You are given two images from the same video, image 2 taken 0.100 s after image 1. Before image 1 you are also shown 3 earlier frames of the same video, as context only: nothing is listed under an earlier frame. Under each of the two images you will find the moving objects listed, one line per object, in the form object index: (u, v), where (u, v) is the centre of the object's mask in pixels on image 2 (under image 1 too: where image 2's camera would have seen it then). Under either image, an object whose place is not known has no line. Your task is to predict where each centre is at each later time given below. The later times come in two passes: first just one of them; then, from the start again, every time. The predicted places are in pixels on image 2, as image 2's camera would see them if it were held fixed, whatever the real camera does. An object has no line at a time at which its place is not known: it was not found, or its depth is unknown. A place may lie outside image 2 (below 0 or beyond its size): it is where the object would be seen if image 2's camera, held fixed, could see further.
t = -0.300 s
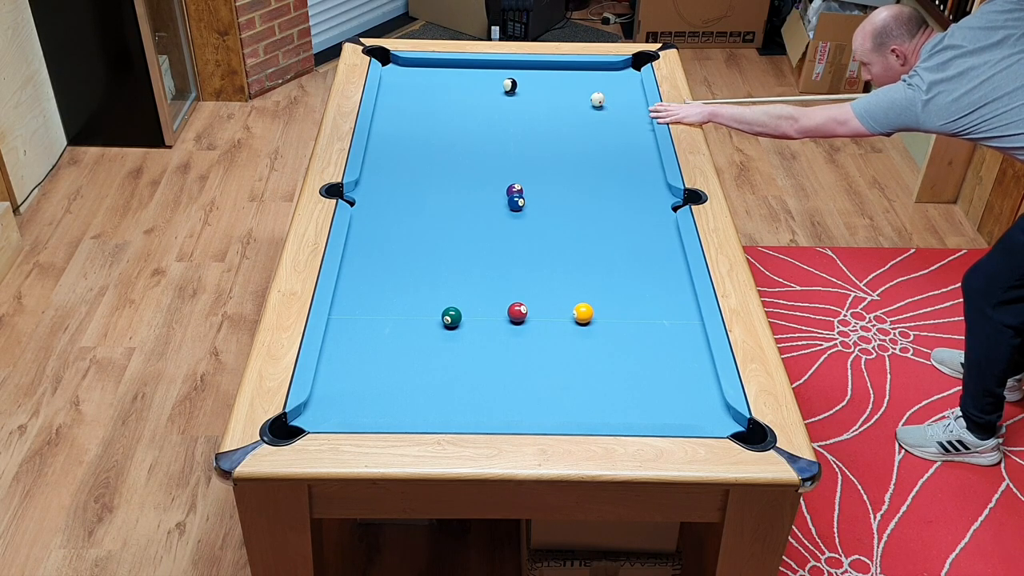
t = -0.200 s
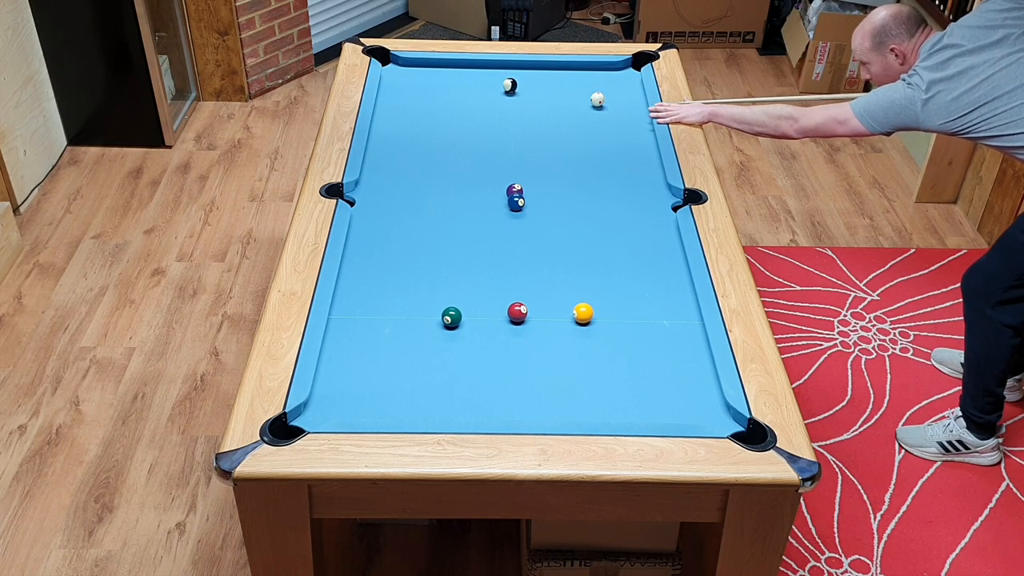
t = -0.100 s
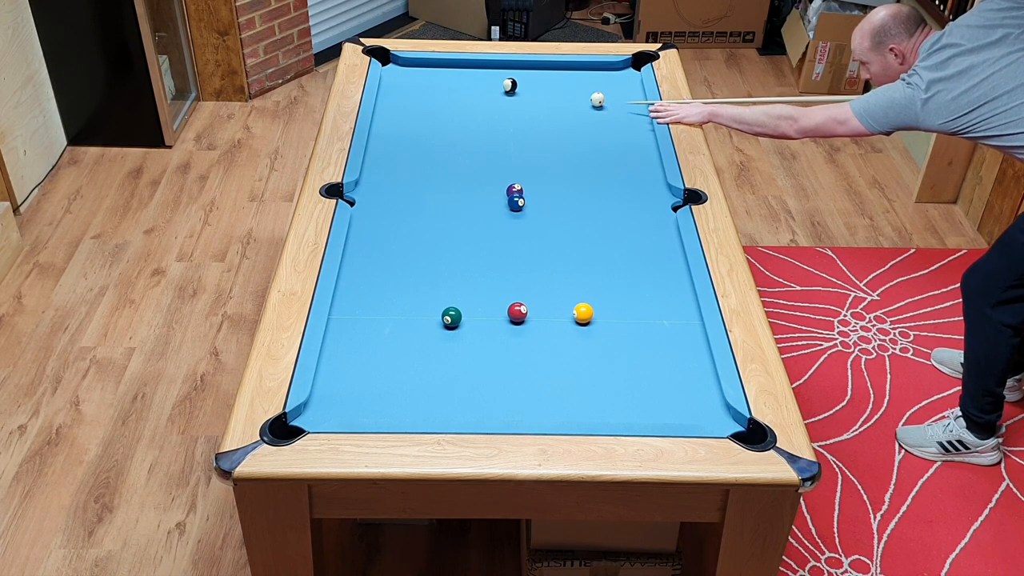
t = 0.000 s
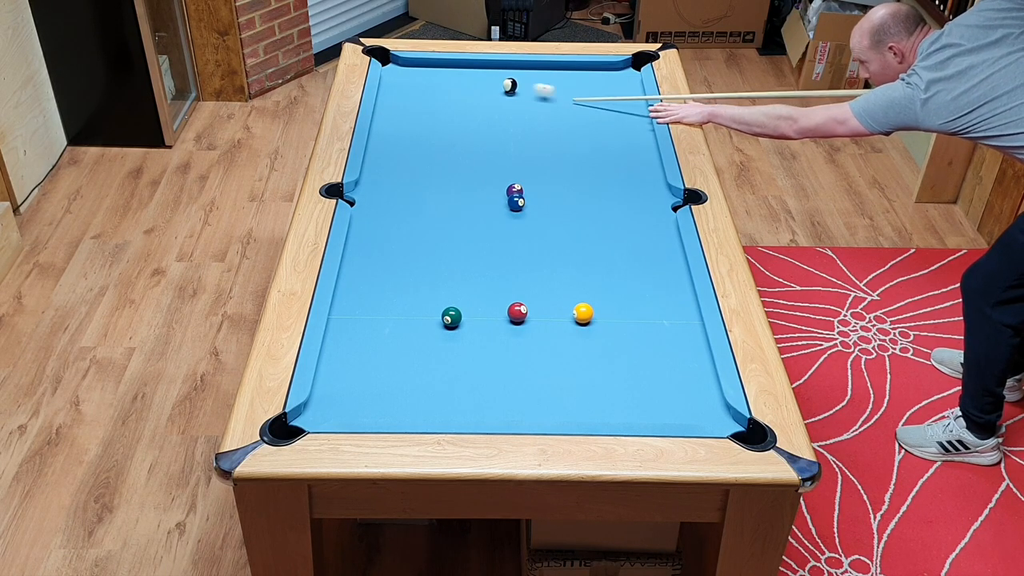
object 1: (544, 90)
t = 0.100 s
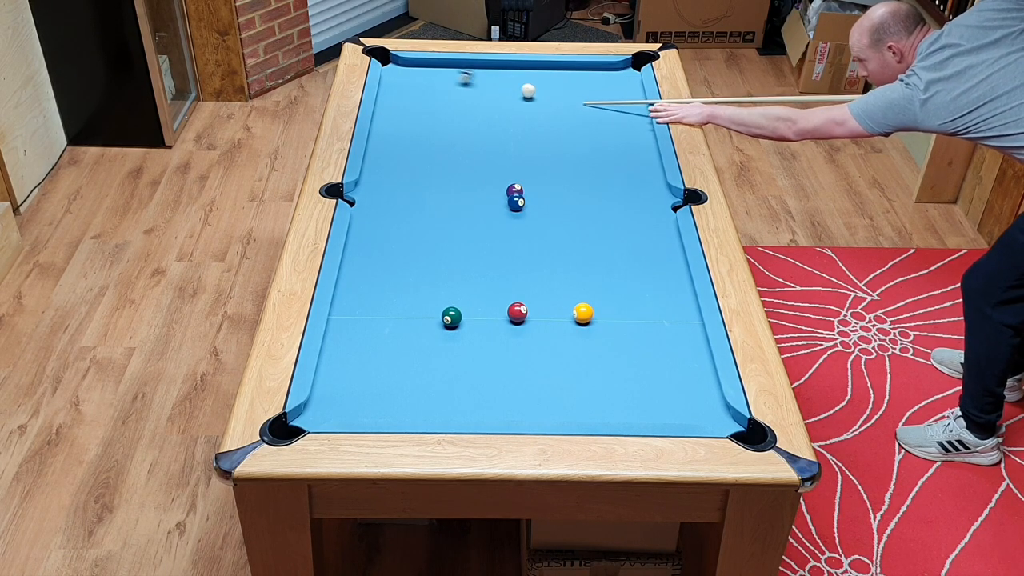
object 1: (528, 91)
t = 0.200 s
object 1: (541, 96)
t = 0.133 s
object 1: (531, 93)
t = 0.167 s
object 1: (536, 94)
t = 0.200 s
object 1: (541, 96)
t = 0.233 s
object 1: (547, 98)
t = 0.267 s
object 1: (554, 99)
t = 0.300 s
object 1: (560, 101)
